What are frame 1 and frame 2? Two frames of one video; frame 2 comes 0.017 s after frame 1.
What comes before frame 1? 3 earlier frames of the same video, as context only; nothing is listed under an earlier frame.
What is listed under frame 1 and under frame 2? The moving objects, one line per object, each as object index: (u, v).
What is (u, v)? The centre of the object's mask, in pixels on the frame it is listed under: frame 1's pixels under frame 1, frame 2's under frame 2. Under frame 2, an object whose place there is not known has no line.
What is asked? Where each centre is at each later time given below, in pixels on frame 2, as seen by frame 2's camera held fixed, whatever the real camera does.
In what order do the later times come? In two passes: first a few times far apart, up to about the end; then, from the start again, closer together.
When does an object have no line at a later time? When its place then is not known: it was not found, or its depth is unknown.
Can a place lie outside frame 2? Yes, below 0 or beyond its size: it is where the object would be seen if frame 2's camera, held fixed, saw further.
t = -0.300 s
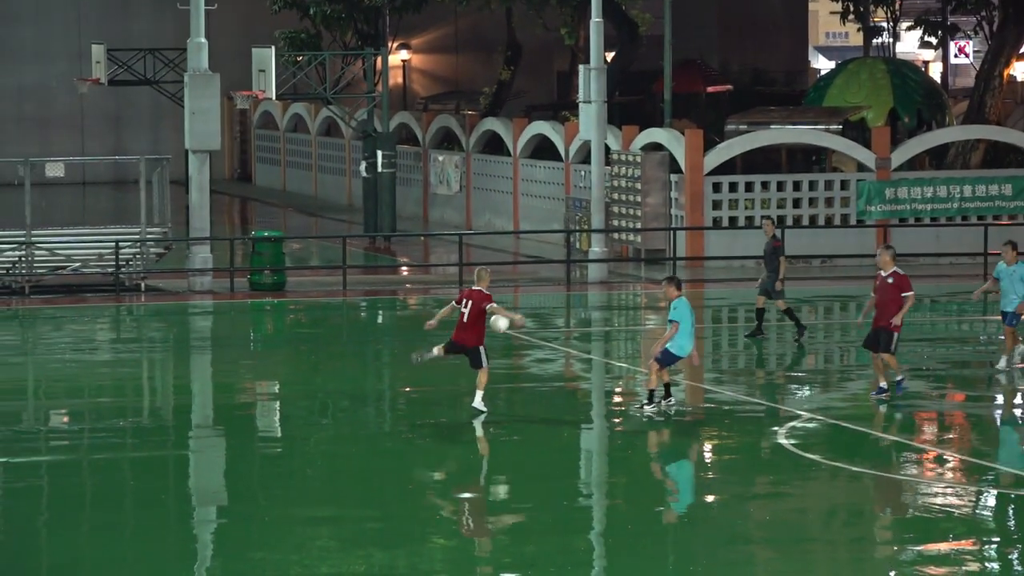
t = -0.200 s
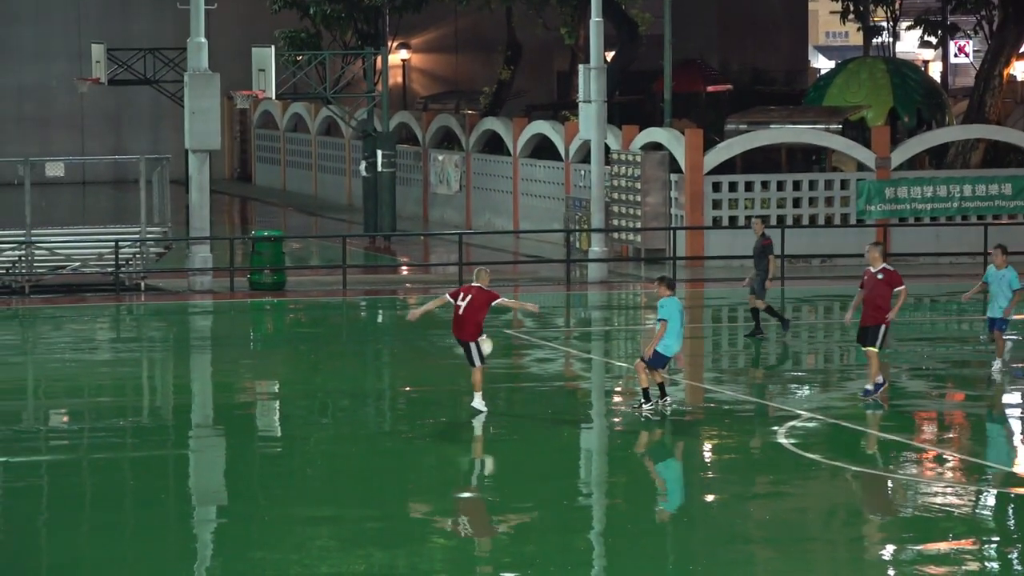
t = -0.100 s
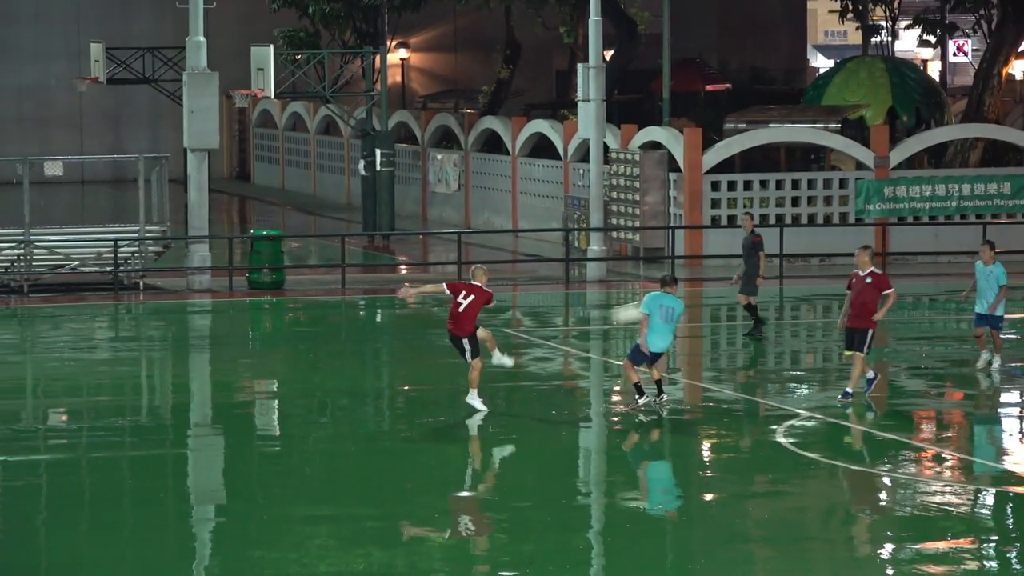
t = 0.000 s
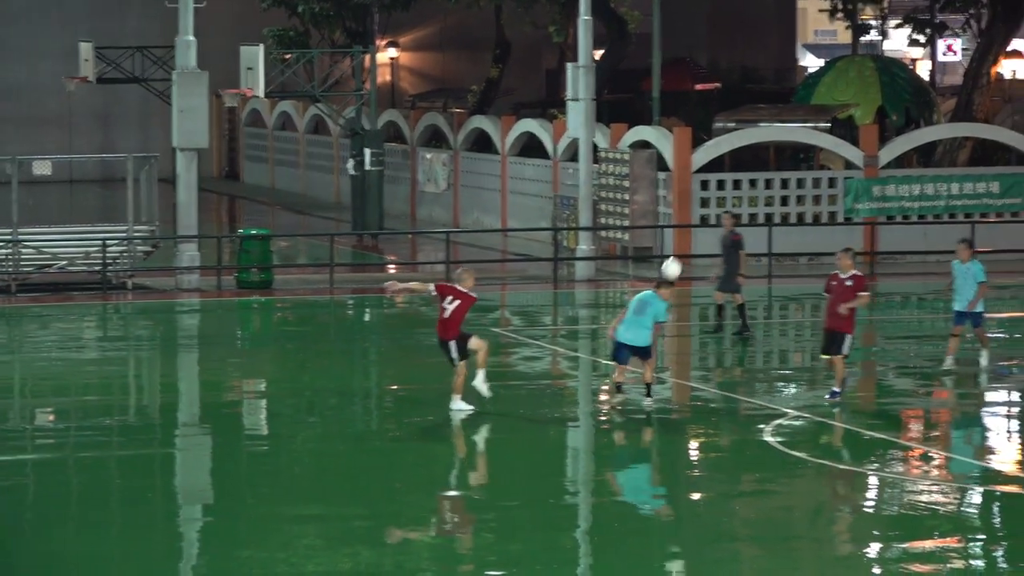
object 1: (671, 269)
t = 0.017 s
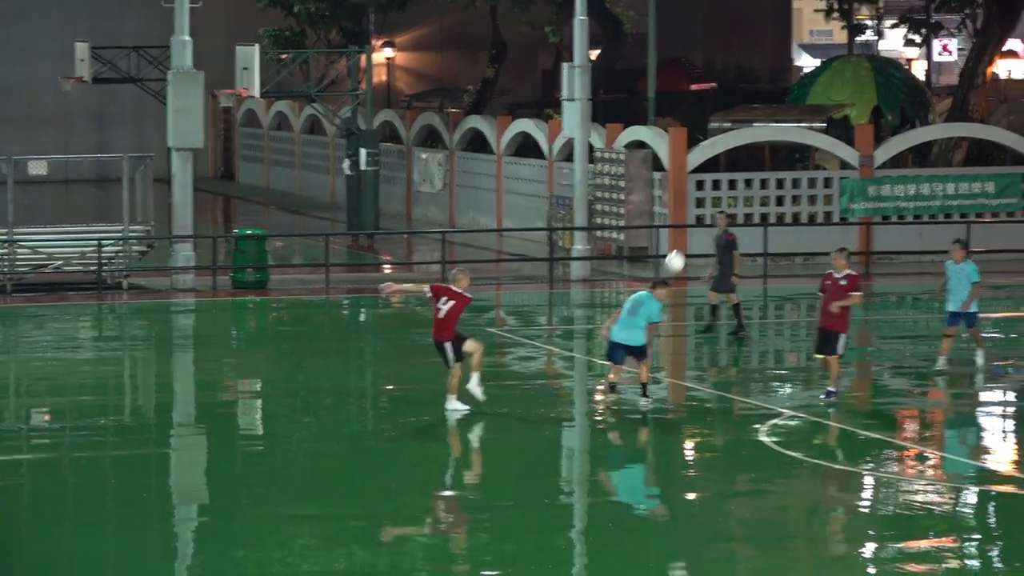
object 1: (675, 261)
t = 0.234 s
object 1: (786, 194)
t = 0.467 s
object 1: (920, 165)
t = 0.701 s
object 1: (1071, 191)
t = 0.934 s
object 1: (1249, 287)
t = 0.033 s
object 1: (683, 255)
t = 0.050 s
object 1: (691, 249)
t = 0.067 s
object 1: (699, 243)
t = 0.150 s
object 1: (741, 216)
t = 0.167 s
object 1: (750, 211)
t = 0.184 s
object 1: (760, 206)
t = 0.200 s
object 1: (768, 202)
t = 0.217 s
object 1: (777, 197)
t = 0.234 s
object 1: (786, 194)
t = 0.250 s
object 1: (795, 190)
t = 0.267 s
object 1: (804, 187)
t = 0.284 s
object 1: (813, 184)
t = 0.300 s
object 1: (822, 181)
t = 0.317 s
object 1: (831, 178)
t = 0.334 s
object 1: (841, 175)
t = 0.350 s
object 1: (850, 173)
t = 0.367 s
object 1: (860, 171)
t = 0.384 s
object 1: (869, 170)
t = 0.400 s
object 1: (879, 168)
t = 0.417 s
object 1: (889, 167)
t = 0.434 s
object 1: (900, 166)
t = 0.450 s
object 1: (910, 165)
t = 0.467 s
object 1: (920, 165)
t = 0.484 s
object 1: (930, 165)
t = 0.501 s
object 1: (941, 165)
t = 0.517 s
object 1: (951, 165)
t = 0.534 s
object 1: (961, 166)
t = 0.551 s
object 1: (972, 167)
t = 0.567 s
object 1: (982, 168)
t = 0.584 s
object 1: (993, 170)
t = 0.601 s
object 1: (1004, 172)
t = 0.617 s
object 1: (1015, 174)
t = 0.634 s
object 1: (1027, 177)
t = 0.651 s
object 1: (1038, 180)
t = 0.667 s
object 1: (1049, 183)
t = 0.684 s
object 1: (1060, 187)
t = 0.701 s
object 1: (1071, 191)
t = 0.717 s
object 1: (1083, 196)
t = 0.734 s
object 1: (1095, 200)
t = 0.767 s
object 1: (1119, 211)
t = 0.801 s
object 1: (1144, 222)
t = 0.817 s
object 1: (1157, 229)
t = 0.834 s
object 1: (1169, 236)
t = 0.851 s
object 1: (1182, 243)
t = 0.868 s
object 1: (1195, 251)
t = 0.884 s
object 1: (1209, 259)
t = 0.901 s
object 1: (1222, 268)
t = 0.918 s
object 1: (1236, 276)
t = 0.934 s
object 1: (1249, 287)
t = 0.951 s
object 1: (1263, 296)
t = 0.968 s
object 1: (1277, 306)
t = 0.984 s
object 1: (1292, 317)
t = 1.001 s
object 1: (1306, 328)
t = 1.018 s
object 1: (1321, 340)
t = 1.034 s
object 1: (1334, 353)
